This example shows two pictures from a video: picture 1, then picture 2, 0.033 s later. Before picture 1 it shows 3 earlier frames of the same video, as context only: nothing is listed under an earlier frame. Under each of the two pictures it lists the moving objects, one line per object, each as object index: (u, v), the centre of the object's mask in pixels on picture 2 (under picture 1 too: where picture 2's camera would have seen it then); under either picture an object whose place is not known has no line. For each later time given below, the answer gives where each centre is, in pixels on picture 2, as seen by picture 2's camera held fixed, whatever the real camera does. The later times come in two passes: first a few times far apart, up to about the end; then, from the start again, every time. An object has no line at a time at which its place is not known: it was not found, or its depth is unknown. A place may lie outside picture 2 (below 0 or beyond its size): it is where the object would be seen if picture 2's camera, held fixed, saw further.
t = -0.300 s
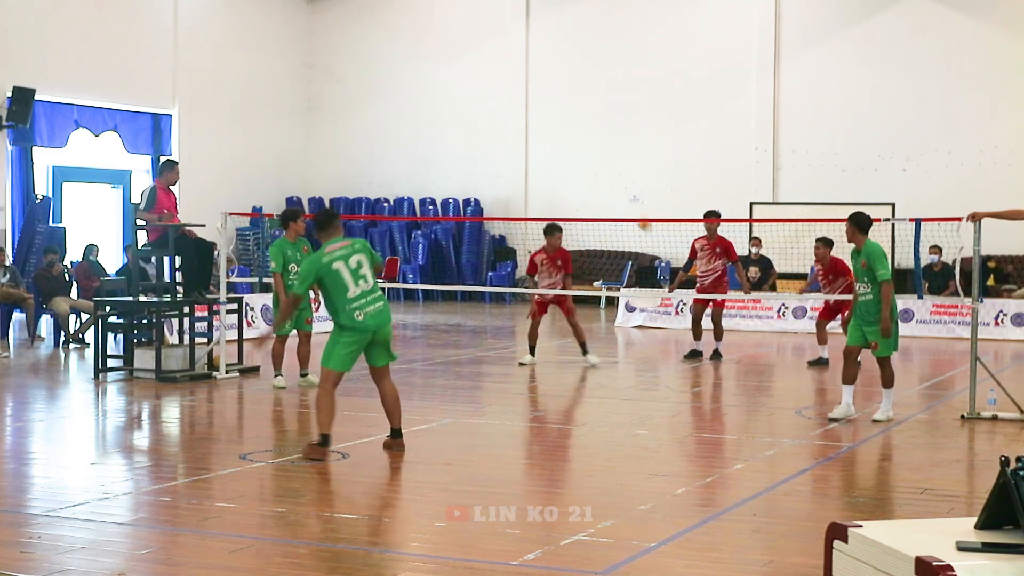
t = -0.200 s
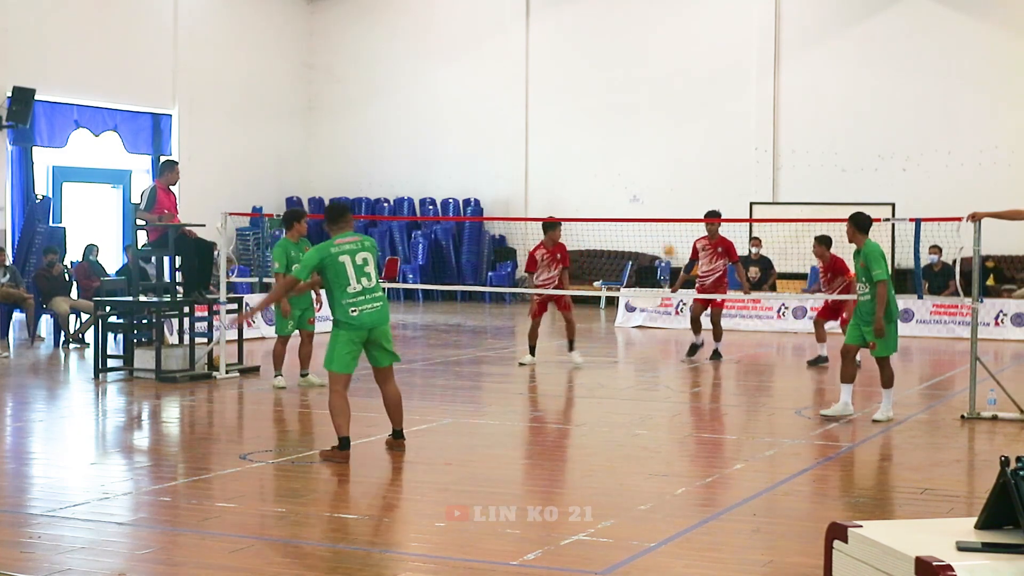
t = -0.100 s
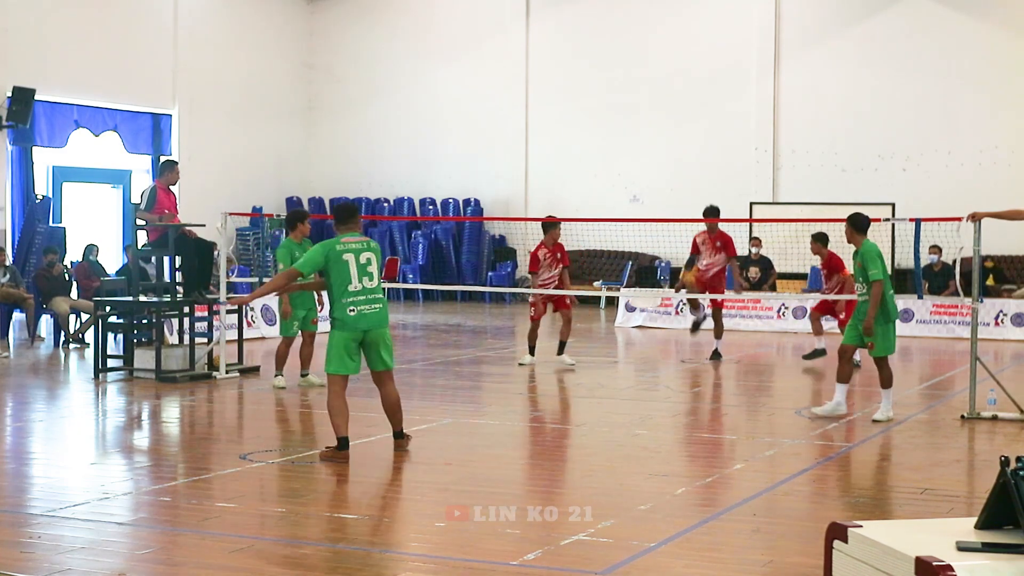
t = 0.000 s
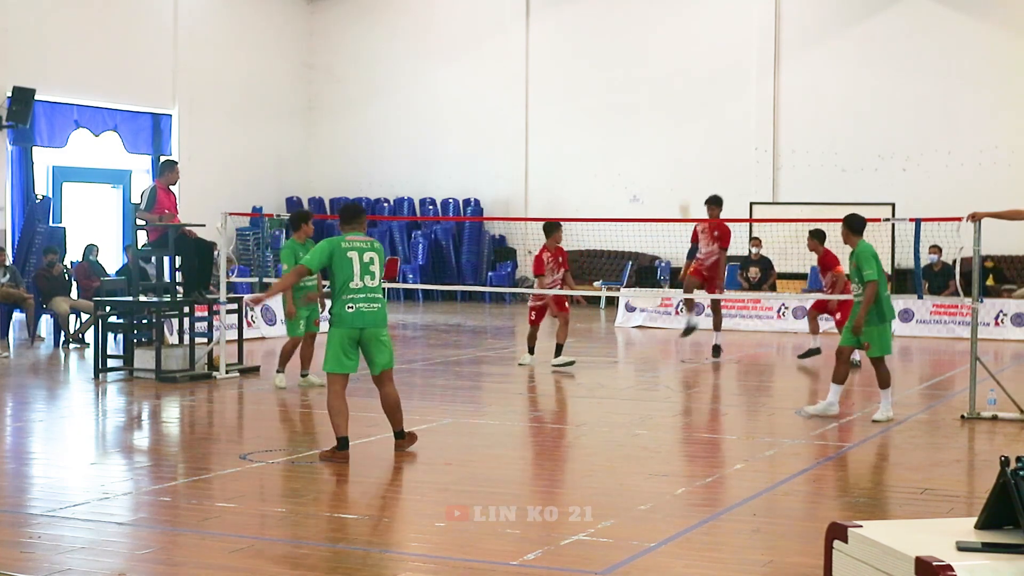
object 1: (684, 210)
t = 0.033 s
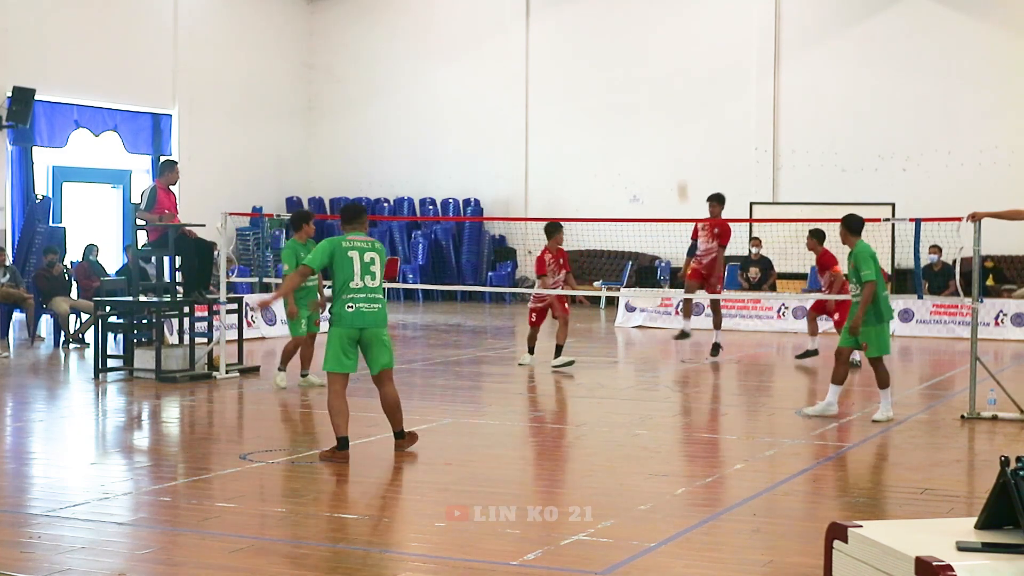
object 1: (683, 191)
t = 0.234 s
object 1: (671, 86)
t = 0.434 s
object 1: (659, 19)
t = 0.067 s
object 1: (680, 171)
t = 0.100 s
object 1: (679, 153)
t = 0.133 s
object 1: (677, 133)
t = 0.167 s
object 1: (675, 117)
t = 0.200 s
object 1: (673, 101)
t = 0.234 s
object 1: (671, 86)
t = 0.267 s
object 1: (669, 72)
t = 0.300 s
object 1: (667, 60)
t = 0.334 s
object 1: (665, 48)
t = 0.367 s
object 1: (663, 37)
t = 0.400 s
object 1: (661, 28)
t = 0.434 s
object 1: (659, 19)
